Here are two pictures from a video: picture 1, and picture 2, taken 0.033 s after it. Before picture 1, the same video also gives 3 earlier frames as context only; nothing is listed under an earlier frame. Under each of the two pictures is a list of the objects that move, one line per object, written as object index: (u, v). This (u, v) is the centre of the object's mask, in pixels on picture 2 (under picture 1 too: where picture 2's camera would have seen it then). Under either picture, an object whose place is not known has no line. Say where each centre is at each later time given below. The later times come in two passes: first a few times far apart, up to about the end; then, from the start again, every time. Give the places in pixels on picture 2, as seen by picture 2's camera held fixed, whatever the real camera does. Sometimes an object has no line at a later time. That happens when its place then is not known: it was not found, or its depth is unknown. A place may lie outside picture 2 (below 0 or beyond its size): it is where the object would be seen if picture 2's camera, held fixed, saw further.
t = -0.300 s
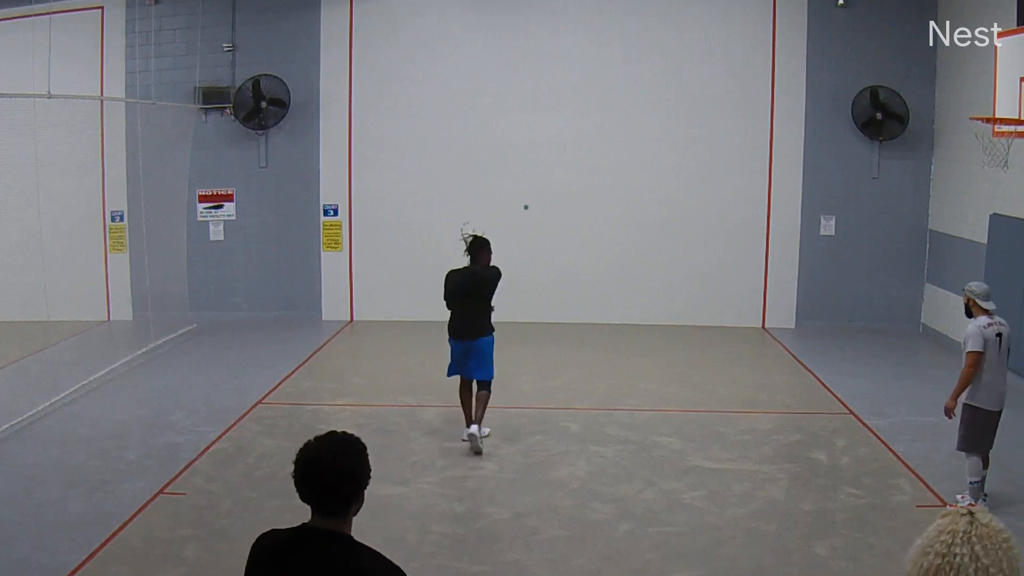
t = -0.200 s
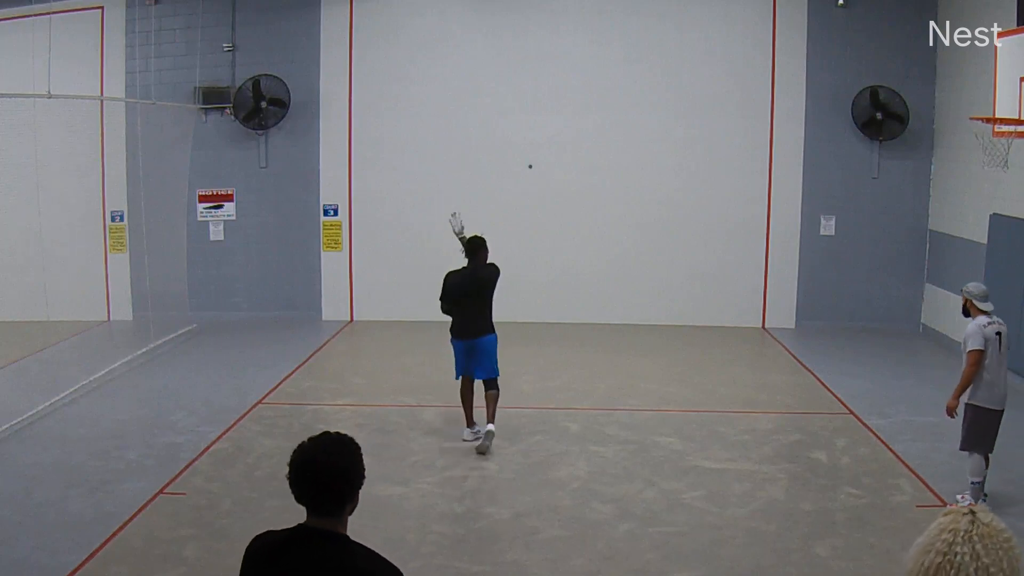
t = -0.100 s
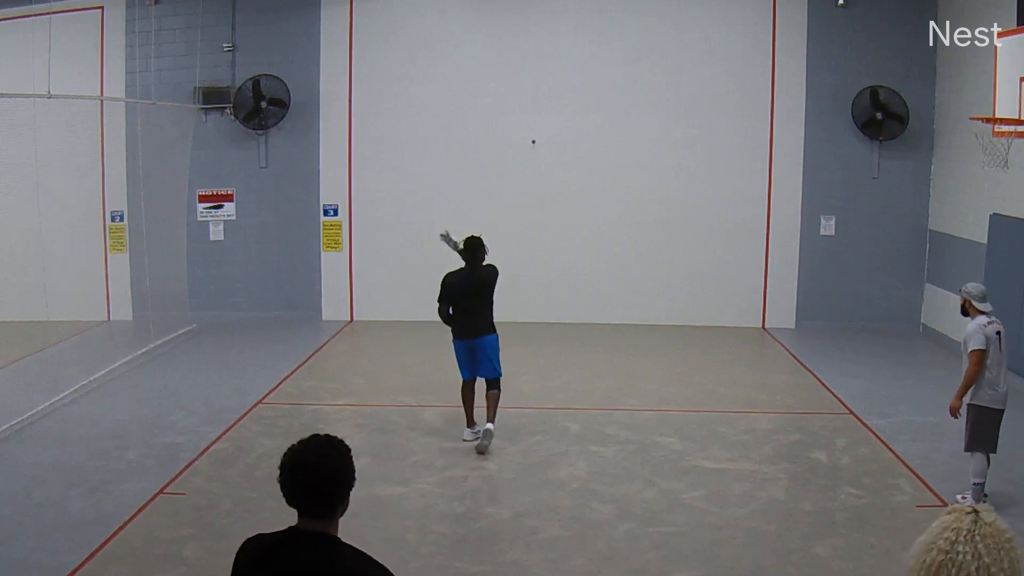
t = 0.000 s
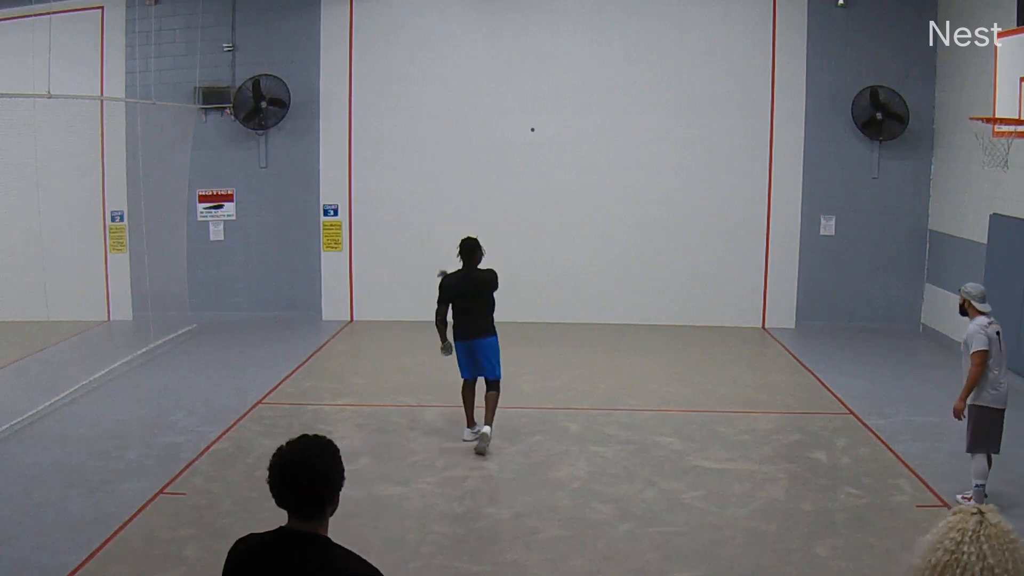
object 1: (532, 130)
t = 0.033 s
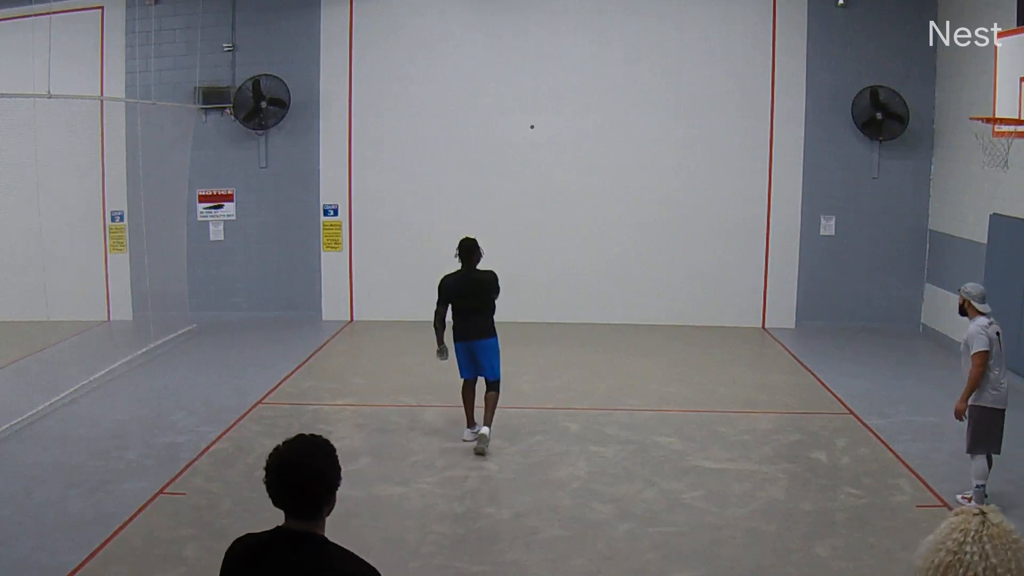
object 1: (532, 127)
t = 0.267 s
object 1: (527, 131)
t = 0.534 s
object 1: (516, 212)
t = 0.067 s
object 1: (531, 125)
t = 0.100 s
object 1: (530, 124)
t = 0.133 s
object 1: (530, 123)
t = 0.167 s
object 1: (529, 123)
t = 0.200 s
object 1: (528, 125)
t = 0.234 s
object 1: (527, 127)
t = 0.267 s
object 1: (527, 131)
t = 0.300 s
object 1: (526, 135)
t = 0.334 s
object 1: (524, 141)
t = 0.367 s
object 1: (523, 148)
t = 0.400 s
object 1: (522, 157)
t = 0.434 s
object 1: (521, 168)
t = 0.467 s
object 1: (519, 181)
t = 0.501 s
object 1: (518, 195)
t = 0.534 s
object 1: (516, 212)
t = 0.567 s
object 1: (514, 232)
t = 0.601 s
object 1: (512, 255)
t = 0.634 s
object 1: (510, 281)
